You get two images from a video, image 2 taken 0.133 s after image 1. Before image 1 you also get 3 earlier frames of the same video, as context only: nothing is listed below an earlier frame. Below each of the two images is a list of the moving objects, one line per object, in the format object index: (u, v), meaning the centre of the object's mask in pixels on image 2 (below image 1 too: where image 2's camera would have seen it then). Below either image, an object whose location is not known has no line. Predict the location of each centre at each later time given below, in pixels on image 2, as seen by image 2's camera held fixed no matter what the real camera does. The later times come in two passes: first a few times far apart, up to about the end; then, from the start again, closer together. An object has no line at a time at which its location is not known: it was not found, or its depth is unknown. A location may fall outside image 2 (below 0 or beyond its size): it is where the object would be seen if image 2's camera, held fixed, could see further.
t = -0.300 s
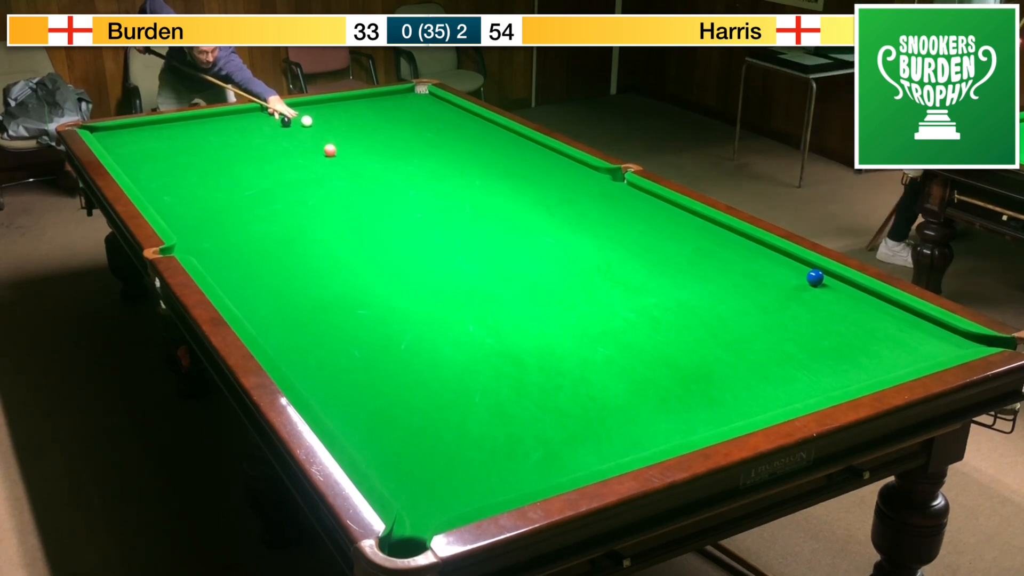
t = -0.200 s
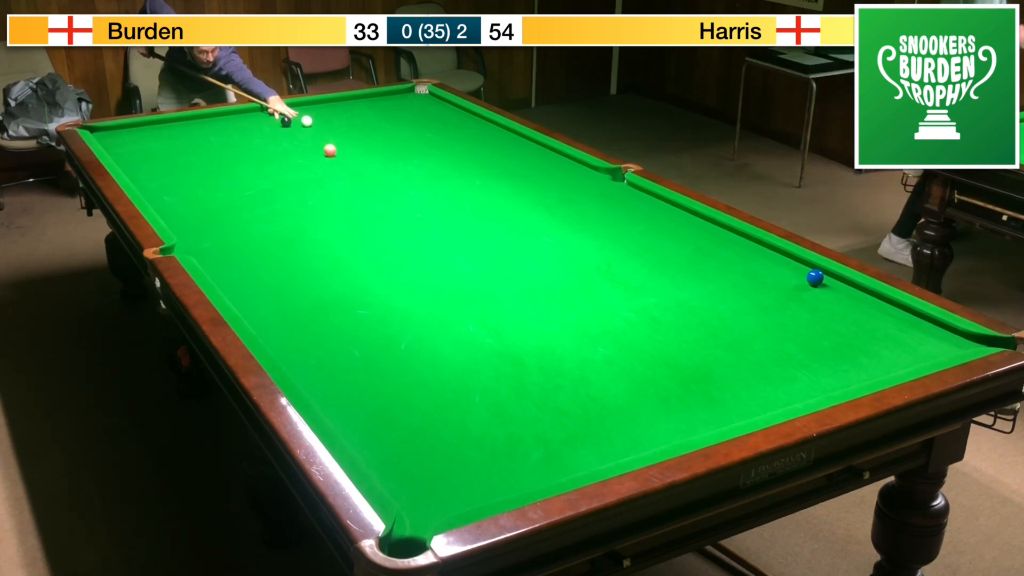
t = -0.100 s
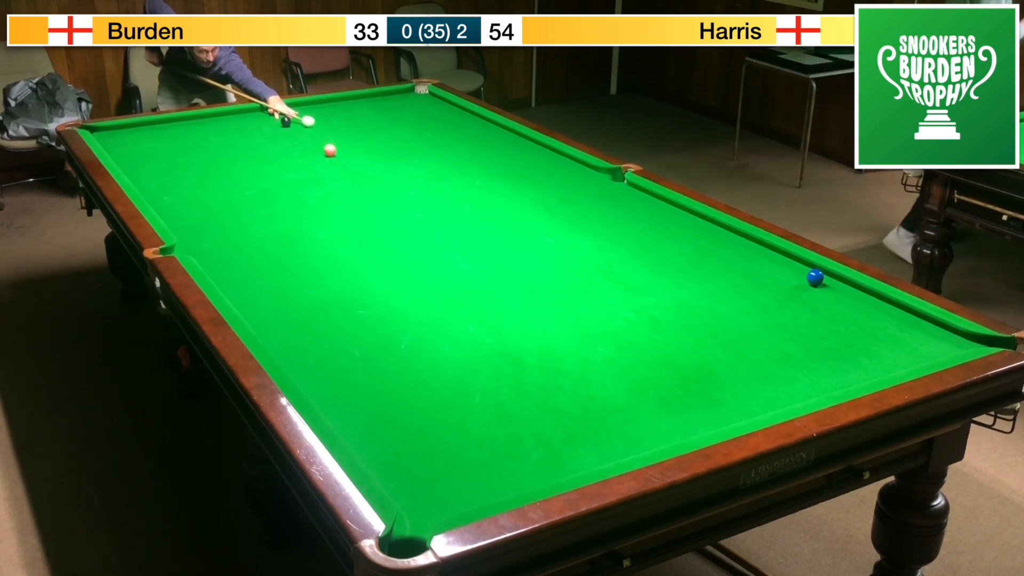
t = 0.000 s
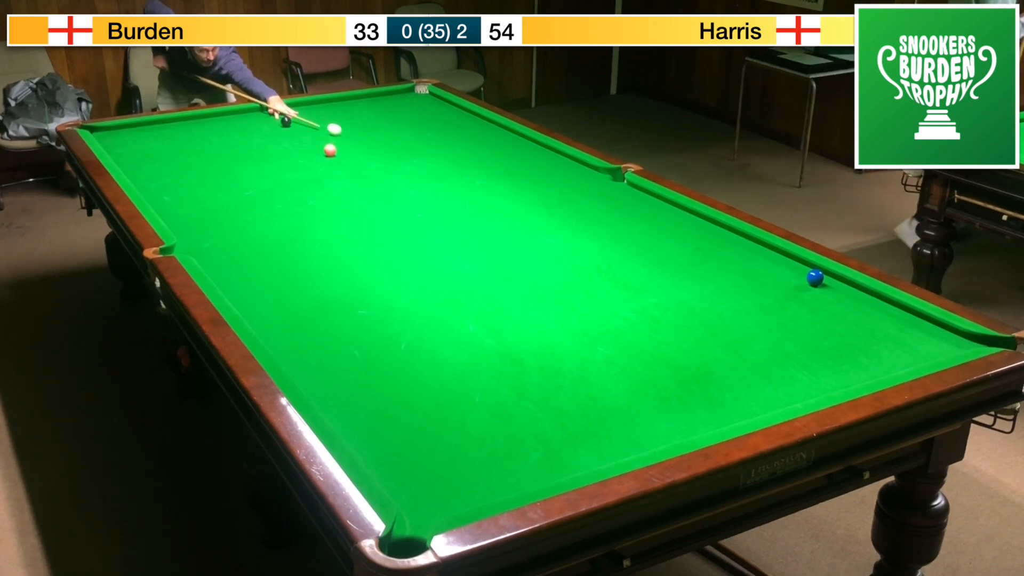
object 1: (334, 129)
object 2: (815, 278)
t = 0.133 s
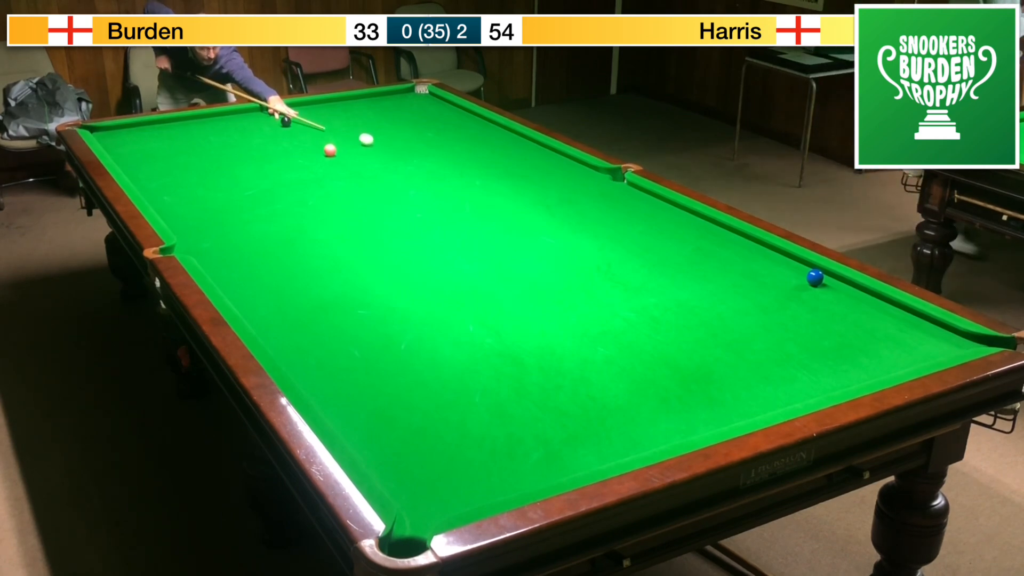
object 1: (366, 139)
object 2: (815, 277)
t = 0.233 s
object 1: (388, 146)
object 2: (815, 277)
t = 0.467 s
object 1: (439, 162)
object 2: (815, 277)
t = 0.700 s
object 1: (495, 180)
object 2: (815, 277)
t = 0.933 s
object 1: (556, 198)
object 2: (815, 278)
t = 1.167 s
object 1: (621, 218)
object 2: (815, 278)
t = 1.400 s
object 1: (694, 240)
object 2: (815, 278)
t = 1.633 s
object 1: (772, 264)
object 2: (815, 278)
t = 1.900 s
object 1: (811, 277)
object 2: (873, 295)
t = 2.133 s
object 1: (830, 283)
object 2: (907, 316)
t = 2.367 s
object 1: (846, 289)
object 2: (944, 337)
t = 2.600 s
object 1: (861, 294)
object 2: (951, 342)
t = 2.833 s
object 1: (875, 298)
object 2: (926, 329)
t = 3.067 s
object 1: (886, 301)
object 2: (905, 318)
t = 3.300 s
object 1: (891, 300)
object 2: (886, 311)
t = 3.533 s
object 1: (884, 302)
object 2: (871, 309)
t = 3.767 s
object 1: (879, 303)
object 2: (858, 307)
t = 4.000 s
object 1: (878, 303)
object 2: (848, 306)
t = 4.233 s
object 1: (877, 303)
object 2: (840, 305)
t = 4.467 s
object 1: (877, 303)
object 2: (834, 304)
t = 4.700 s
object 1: (877, 303)
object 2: (831, 303)
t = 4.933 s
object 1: (877, 303)
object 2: (830, 304)
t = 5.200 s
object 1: (878, 303)
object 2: (831, 304)
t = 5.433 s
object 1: (877, 304)
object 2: (831, 304)
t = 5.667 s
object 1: (878, 304)
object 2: (831, 304)
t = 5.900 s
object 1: (878, 304)
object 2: (831, 304)
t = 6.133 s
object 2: (831, 304)
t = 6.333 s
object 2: (831, 304)
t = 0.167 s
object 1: (373, 142)
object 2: (815, 277)
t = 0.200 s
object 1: (381, 144)
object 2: (815, 277)
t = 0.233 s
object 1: (388, 146)
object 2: (815, 277)
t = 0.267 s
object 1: (395, 148)
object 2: (815, 277)
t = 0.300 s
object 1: (402, 151)
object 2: (815, 277)
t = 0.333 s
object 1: (409, 153)
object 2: (815, 277)
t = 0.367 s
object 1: (417, 155)
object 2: (815, 278)
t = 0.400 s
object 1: (424, 158)
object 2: (815, 277)
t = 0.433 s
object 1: (432, 160)
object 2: (815, 278)
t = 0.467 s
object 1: (439, 162)
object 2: (815, 277)
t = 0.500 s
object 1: (447, 165)
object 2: (815, 277)
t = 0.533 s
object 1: (455, 167)
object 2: (815, 277)
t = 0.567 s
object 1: (463, 170)
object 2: (815, 278)
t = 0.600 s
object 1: (471, 172)
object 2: (815, 277)
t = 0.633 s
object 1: (479, 175)
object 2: (815, 278)
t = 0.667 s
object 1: (487, 177)
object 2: (815, 277)
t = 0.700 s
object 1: (495, 180)
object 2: (815, 277)
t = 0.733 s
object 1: (503, 182)
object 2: (815, 277)
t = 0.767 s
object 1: (512, 185)
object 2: (815, 278)
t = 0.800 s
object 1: (521, 187)
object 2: (815, 278)
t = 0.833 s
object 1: (529, 190)
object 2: (815, 277)
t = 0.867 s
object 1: (538, 193)
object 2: (815, 277)
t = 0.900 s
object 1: (546, 195)
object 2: (815, 278)
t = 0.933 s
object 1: (556, 198)
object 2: (815, 278)
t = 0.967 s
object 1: (565, 201)
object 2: (815, 278)
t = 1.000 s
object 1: (574, 204)
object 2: (815, 278)
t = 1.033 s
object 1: (583, 207)
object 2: (815, 277)
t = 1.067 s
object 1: (592, 210)
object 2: (815, 277)
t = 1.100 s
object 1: (602, 212)
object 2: (815, 278)
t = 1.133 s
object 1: (612, 215)
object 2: (815, 278)
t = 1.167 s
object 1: (621, 218)
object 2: (815, 278)
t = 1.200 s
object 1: (631, 222)
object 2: (815, 278)
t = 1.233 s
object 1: (641, 224)
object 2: (815, 278)
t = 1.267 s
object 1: (651, 227)
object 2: (815, 278)
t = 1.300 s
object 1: (662, 230)
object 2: (815, 278)
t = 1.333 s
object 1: (672, 234)
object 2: (815, 278)
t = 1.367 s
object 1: (683, 237)
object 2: (815, 278)
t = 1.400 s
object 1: (694, 240)
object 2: (815, 278)
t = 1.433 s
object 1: (704, 243)
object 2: (815, 278)
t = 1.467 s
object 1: (715, 247)
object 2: (815, 278)
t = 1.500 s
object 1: (726, 250)
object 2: (815, 278)
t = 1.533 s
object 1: (738, 253)
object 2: (815, 278)
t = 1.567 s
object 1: (749, 257)
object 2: (815, 278)
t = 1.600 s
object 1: (761, 260)
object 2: (815, 278)
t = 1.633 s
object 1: (772, 264)
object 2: (815, 278)
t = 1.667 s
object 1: (784, 268)
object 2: (815, 278)
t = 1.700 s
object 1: (796, 271)
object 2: (815, 277)
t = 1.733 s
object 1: (800, 273)
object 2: (824, 280)
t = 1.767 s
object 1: (801, 273)
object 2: (835, 283)
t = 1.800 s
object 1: (803, 274)
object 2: (846, 286)
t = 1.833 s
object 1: (806, 275)
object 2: (856, 289)
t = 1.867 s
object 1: (808, 276)
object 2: (865, 292)
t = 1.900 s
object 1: (811, 277)
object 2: (873, 295)
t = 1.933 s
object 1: (814, 278)
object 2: (877, 298)
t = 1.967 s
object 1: (817, 279)
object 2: (882, 301)
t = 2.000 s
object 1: (819, 279)
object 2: (887, 304)
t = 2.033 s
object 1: (822, 280)
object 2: (892, 307)
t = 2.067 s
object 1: (824, 281)
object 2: (897, 310)
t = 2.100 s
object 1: (827, 282)
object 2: (902, 312)
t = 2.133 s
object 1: (830, 283)
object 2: (907, 316)
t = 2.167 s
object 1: (832, 284)
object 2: (912, 319)
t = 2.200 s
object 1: (835, 285)
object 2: (917, 322)
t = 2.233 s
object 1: (837, 286)
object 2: (923, 325)
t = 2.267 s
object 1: (840, 286)
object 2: (928, 328)
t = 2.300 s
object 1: (842, 287)
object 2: (933, 331)
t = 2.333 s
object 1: (844, 288)
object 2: (938, 334)
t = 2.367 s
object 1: (846, 289)
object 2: (944, 337)
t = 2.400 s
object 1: (849, 289)
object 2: (949, 340)
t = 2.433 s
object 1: (851, 290)
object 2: (955, 343)
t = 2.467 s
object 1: (853, 291)
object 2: (960, 345)
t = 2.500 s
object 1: (855, 291)
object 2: (962, 345)
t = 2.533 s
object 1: (858, 292)
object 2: (958, 345)
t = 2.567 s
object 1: (859, 293)
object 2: (955, 344)
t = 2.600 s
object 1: (861, 294)
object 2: (951, 342)
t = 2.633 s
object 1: (863, 294)
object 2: (947, 340)
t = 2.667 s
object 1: (865, 295)
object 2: (944, 339)
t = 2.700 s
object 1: (867, 296)
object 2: (940, 337)
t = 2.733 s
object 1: (869, 296)
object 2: (937, 335)
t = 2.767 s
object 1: (871, 296)
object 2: (933, 333)
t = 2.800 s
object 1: (873, 297)
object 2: (930, 331)
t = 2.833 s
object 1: (875, 298)
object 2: (926, 329)
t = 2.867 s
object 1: (877, 298)
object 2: (923, 328)
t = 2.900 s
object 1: (878, 299)
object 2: (920, 326)
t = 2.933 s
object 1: (880, 299)
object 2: (917, 324)
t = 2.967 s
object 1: (882, 300)
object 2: (914, 323)
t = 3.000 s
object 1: (883, 300)
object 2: (911, 321)
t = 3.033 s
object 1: (885, 301)
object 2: (908, 320)
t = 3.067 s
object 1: (886, 301)
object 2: (905, 318)
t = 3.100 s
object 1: (888, 302)
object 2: (902, 317)
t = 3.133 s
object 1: (889, 302)
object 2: (899, 315)
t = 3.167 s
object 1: (889, 301)
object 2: (896, 314)
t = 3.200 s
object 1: (889, 301)
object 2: (893, 313)
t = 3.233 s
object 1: (891, 300)
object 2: (891, 311)
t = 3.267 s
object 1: (891, 300)
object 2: (888, 311)
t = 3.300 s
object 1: (891, 300)
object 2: (886, 311)
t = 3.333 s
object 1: (890, 300)
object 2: (884, 310)
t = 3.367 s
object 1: (889, 301)
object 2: (882, 310)
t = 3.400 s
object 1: (888, 301)
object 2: (879, 310)
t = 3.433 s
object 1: (887, 301)
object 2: (877, 310)
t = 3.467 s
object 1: (886, 302)
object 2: (875, 309)
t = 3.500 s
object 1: (885, 302)
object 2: (873, 309)
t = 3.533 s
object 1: (884, 302)
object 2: (871, 309)
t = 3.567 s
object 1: (883, 302)
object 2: (869, 309)
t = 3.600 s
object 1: (882, 302)
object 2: (867, 308)
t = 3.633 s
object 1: (881, 303)
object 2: (865, 308)
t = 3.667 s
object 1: (880, 303)
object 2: (864, 308)
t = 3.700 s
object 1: (880, 303)
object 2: (862, 308)
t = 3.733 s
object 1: (879, 303)
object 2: (860, 307)
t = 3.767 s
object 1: (879, 303)
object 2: (858, 307)
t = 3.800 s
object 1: (879, 303)
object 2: (857, 307)
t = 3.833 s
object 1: (878, 303)
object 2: (855, 307)
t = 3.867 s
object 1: (878, 303)
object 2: (853, 306)
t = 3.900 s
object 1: (878, 303)
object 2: (852, 306)
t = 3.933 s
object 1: (878, 303)
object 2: (851, 306)
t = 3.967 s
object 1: (878, 303)
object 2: (849, 306)
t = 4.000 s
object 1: (878, 303)
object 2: (848, 306)
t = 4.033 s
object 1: (877, 303)
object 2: (847, 306)
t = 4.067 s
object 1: (877, 303)
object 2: (845, 305)
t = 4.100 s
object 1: (877, 303)
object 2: (844, 305)
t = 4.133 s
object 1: (877, 303)
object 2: (843, 305)
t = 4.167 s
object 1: (877, 303)
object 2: (842, 305)
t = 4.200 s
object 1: (877, 303)
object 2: (841, 305)
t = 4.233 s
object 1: (877, 303)
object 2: (840, 305)
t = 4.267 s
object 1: (877, 303)
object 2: (839, 305)
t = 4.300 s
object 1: (877, 303)
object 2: (838, 305)
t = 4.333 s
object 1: (877, 303)
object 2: (837, 304)
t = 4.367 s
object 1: (877, 303)
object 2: (837, 304)
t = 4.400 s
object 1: (877, 303)
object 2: (836, 304)
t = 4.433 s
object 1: (877, 303)
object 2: (835, 304)
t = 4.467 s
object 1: (877, 303)
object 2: (834, 304)
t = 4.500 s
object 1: (877, 303)
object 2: (834, 304)
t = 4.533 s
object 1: (877, 303)
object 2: (833, 304)
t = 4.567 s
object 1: (877, 303)
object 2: (833, 304)
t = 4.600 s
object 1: (877, 303)
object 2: (832, 304)
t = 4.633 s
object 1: (877, 303)
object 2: (832, 304)
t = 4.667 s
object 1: (877, 303)
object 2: (831, 304)
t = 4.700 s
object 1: (877, 303)
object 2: (831, 303)
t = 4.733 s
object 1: (877, 303)
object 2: (831, 303)
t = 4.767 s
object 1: (877, 303)
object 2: (830, 304)
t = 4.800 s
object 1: (878, 303)
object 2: (830, 304)
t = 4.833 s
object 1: (878, 303)
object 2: (830, 304)
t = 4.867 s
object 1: (878, 303)
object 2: (830, 304)
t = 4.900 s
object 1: (878, 303)
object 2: (830, 304)
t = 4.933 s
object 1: (877, 303)
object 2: (830, 304)
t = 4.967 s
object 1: (877, 303)
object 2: (830, 304)
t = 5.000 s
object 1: (877, 303)
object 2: (830, 304)
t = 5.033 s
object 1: (877, 303)
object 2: (830, 304)
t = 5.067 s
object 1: (877, 303)
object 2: (830, 304)
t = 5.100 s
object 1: (877, 303)
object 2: (831, 303)
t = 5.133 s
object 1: (877, 303)
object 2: (831, 304)
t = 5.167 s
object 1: (877, 303)
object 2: (831, 303)
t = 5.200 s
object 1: (878, 303)
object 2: (831, 304)
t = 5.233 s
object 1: (878, 303)
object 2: (831, 304)
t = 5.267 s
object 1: (878, 303)
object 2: (831, 304)
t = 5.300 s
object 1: (877, 303)
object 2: (831, 304)
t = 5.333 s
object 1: (878, 303)
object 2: (831, 304)
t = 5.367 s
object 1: (878, 303)
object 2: (831, 304)
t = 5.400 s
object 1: (877, 303)
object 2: (831, 304)
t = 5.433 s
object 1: (877, 304)
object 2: (831, 304)
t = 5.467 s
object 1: (878, 303)
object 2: (831, 304)
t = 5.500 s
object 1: (878, 303)
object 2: (831, 303)
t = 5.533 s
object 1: (878, 304)
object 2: (831, 304)
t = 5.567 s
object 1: (878, 303)
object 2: (831, 303)
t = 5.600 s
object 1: (878, 304)
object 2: (831, 304)
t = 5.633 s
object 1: (878, 304)
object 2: (831, 304)
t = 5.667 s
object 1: (878, 304)
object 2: (831, 304)
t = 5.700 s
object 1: (878, 304)
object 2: (831, 304)
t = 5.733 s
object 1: (878, 304)
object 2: (831, 304)
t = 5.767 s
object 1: (878, 304)
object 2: (831, 304)
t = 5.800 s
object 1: (878, 304)
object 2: (831, 304)
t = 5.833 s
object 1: (877, 304)
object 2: (831, 304)
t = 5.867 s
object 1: (878, 304)
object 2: (831, 304)
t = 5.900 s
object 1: (878, 304)
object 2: (831, 304)
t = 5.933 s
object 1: (878, 304)
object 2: (831, 303)
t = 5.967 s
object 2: (831, 303)
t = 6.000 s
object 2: (831, 304)
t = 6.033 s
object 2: (831, 304)
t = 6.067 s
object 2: (831, 304)
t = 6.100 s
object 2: (831, 304)
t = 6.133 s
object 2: (831, 304)
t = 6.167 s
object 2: (831, 304)
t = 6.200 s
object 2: (831, 303)
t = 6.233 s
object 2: (831, 304)
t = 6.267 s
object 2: (831, 304)
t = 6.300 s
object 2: (831, 304)
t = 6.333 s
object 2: (831, 304)
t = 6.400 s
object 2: (831, 304)
